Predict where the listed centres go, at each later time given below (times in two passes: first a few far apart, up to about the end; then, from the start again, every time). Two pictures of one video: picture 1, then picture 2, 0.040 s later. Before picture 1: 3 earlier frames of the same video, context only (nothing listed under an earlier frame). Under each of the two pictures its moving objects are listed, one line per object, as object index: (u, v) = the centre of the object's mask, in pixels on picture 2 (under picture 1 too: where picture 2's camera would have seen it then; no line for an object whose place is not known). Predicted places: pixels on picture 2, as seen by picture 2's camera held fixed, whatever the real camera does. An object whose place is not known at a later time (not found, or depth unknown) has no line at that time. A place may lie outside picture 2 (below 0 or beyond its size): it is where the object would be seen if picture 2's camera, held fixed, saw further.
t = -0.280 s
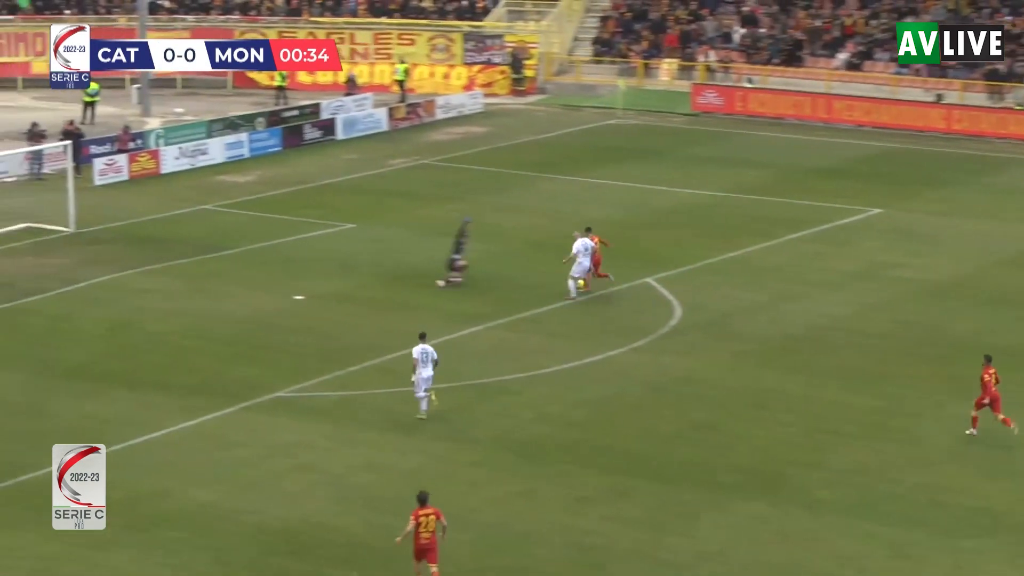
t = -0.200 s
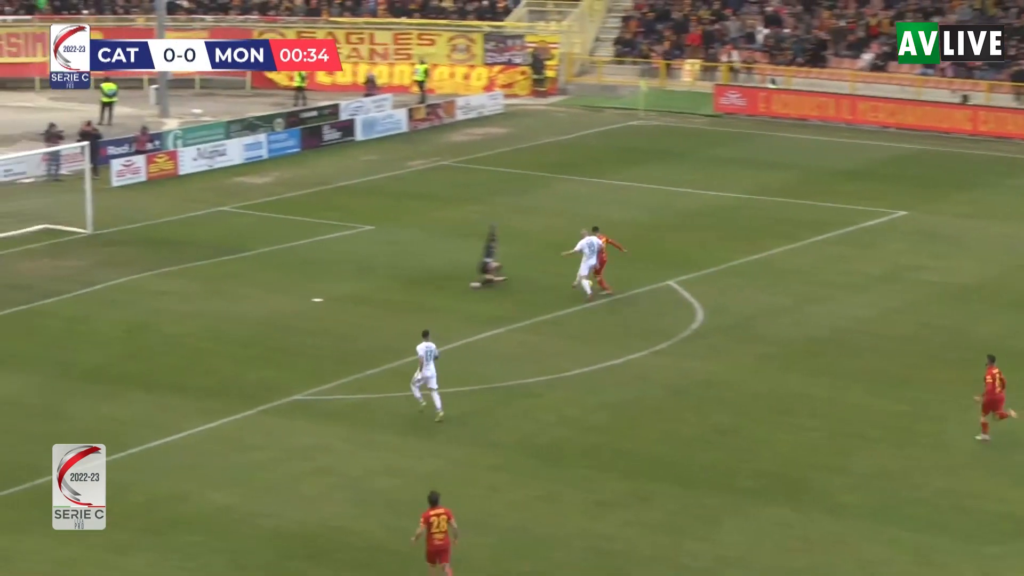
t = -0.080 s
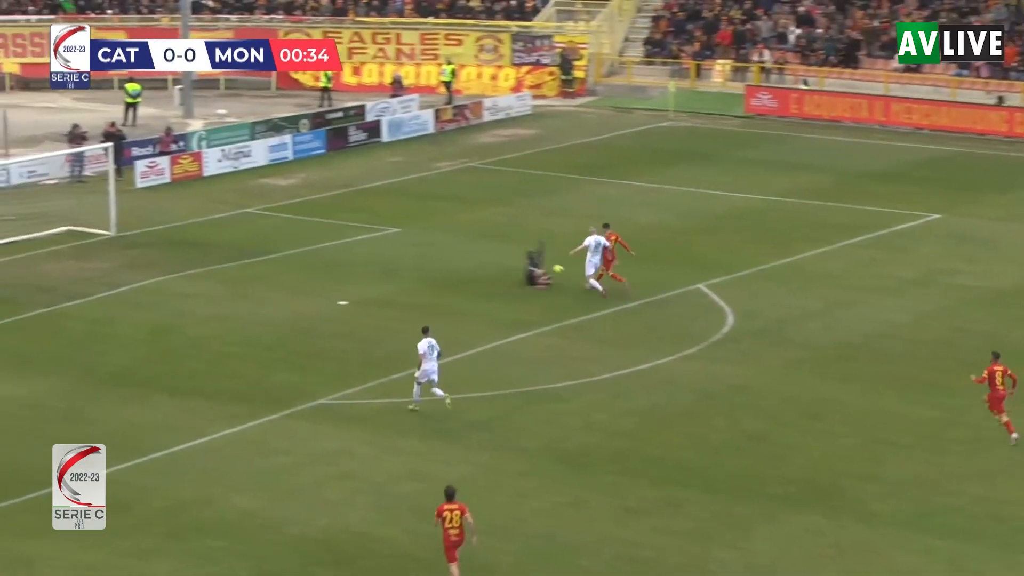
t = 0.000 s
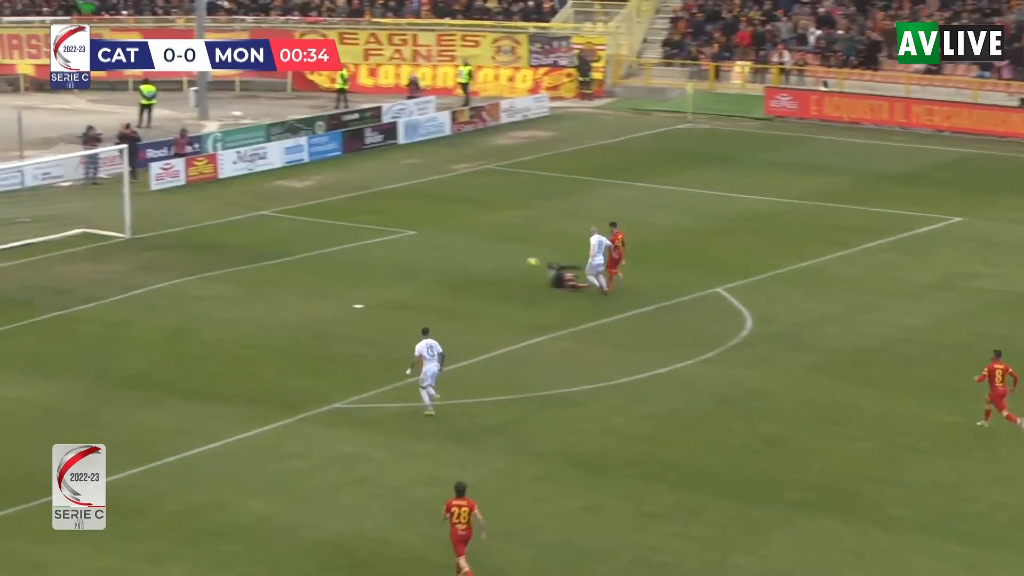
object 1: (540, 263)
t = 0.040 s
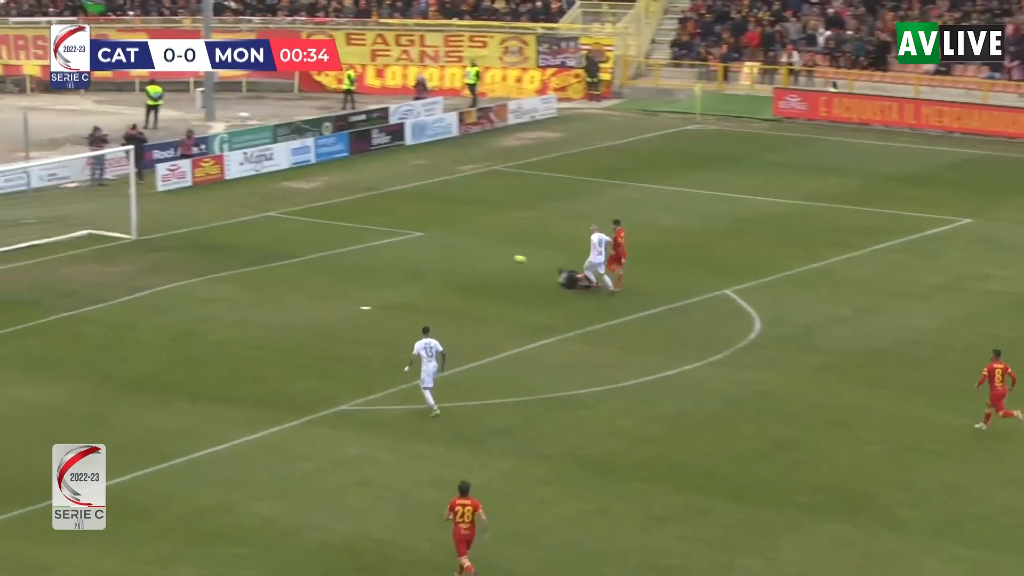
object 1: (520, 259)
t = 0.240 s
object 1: (418, 248)
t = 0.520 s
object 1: (287, 260)
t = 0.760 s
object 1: (194, 252)
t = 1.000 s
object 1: (109, 253)
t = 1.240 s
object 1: (35, 255)
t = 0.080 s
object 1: (498, 256)
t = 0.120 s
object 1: (479, 253)
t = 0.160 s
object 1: (457, 250)
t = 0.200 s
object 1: (438, 249)
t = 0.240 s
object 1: (418, 248)
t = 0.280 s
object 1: (399, 248)
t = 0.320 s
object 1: (379, 248)
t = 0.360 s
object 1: (360, 249)
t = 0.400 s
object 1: (342, 251)
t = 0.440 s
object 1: (324, 253)
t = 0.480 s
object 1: (305, 257)
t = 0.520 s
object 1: (287, 260)
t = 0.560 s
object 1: (269, 265)
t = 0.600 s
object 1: (252, 266)
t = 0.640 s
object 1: (238, 260)
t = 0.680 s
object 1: (223, 256)
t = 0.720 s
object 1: (209, 254)
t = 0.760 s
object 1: (194, 252)
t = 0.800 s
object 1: (180, 250)
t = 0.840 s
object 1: (165, 249)
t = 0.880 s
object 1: (151, 249)
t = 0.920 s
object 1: (137, 250)
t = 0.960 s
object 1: (123, 251)
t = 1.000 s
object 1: (109, 253)
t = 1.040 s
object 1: (95, 256)
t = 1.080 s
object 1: (82, 258)
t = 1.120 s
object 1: (68, 261)
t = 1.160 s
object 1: (58, 260)
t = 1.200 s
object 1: (46, 256)
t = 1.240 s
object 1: (35, 255)
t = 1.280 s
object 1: (25, 254)
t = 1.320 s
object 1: (14, 255)
